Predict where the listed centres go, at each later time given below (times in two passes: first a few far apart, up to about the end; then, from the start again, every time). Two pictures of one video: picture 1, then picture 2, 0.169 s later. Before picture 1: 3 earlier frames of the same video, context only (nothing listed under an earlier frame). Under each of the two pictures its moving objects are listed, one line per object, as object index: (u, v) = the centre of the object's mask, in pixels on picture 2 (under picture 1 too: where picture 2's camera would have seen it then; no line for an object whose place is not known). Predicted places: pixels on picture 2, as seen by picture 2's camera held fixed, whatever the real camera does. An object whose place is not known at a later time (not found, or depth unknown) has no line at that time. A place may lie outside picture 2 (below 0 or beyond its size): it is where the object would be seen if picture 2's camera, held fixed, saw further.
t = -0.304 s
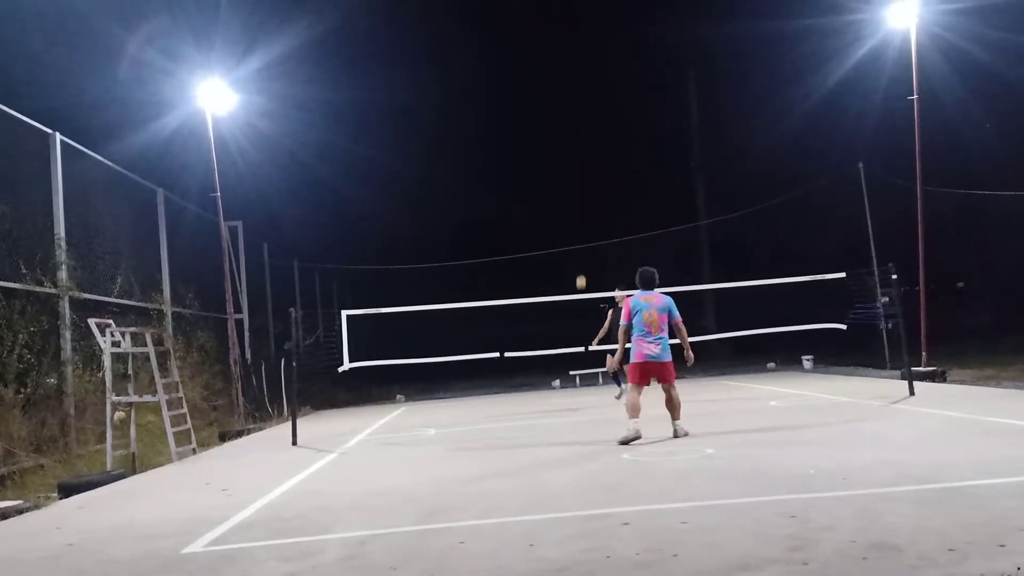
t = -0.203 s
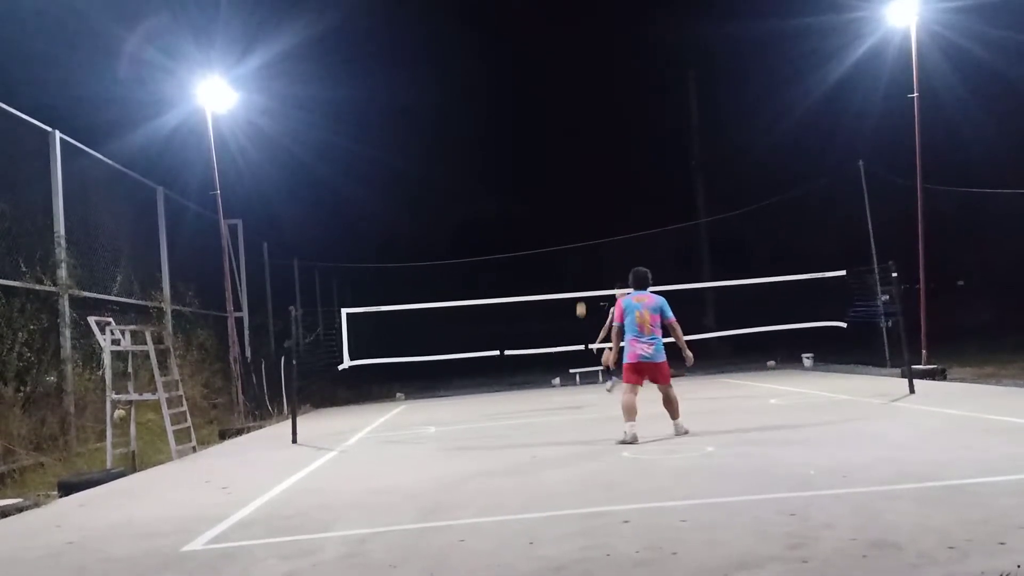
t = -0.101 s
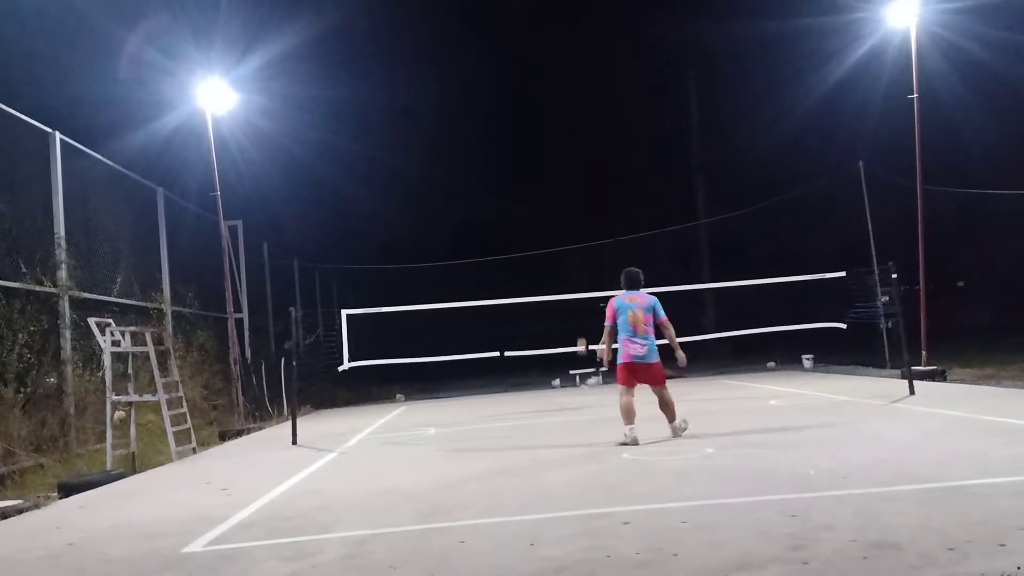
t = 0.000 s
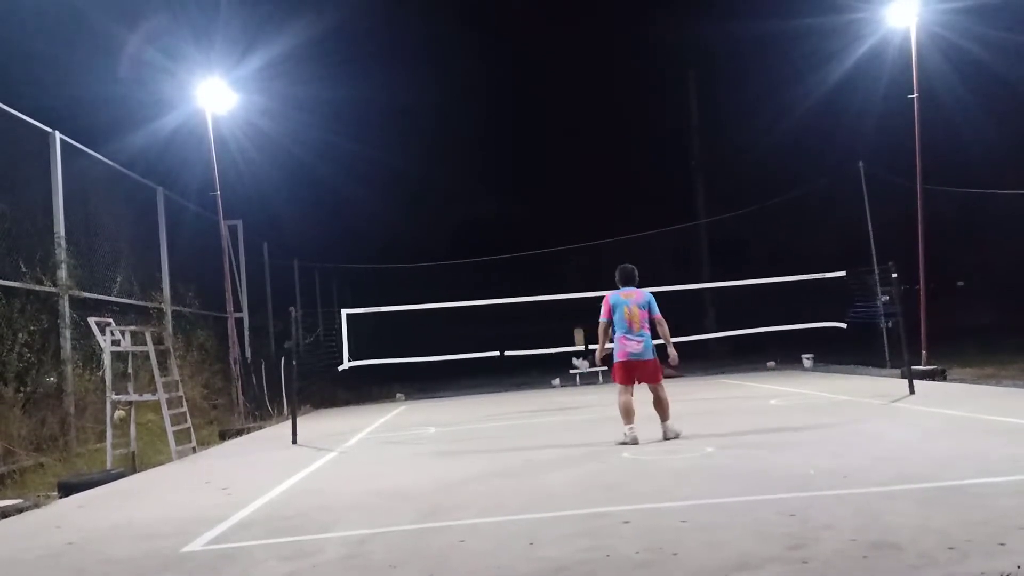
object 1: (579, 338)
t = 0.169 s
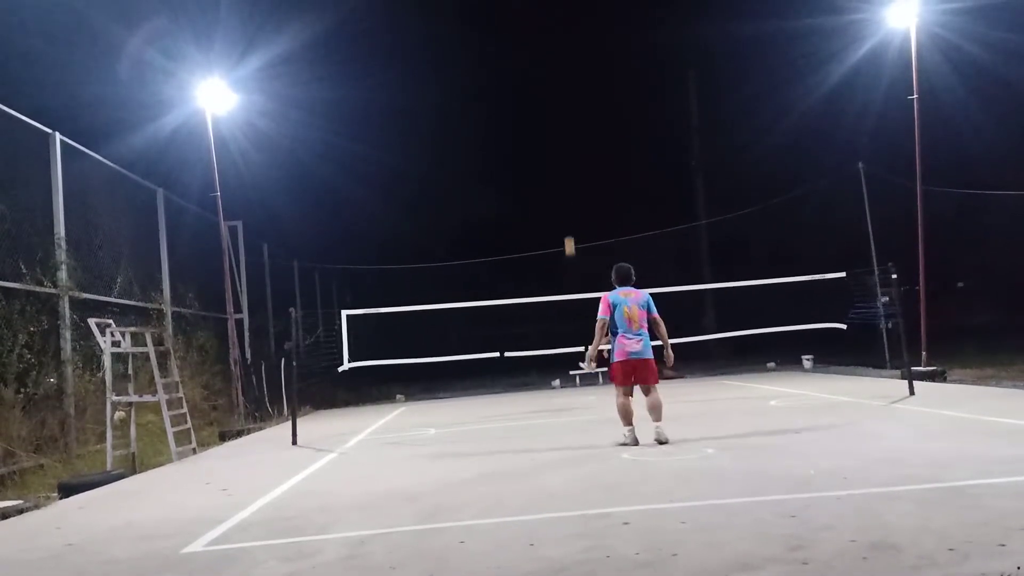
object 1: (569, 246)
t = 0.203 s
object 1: (568, 230)
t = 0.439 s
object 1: (558, 134)
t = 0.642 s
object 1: (553, 77)
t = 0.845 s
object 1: (552, 49)
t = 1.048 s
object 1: (553, 53)
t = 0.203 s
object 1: (568, 230)
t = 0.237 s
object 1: (566, 215)
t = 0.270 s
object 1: (565, 199)
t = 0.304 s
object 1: (563, 185)
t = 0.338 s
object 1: (562, 171)
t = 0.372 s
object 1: (561, 158)
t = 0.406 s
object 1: (560, 146)
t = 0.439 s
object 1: (558, 134)
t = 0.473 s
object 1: (557, 122)
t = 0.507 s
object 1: (556, 111)
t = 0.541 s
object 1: (555, 102)
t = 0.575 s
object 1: (555, 93)
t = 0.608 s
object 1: (554, 84)
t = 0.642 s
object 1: (553, 77)
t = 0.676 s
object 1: (553, 70)
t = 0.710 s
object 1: (552, 64)
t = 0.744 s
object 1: (552, 59)
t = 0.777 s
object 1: (552, 54)
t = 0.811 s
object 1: (552, 51)
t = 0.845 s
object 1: (552, 49)
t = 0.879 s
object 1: (552, 47)
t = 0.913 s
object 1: (552, 47)
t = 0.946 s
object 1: (552, 47)
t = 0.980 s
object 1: (552, 48)
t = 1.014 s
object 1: (553, 50)
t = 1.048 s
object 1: (553, 53)
